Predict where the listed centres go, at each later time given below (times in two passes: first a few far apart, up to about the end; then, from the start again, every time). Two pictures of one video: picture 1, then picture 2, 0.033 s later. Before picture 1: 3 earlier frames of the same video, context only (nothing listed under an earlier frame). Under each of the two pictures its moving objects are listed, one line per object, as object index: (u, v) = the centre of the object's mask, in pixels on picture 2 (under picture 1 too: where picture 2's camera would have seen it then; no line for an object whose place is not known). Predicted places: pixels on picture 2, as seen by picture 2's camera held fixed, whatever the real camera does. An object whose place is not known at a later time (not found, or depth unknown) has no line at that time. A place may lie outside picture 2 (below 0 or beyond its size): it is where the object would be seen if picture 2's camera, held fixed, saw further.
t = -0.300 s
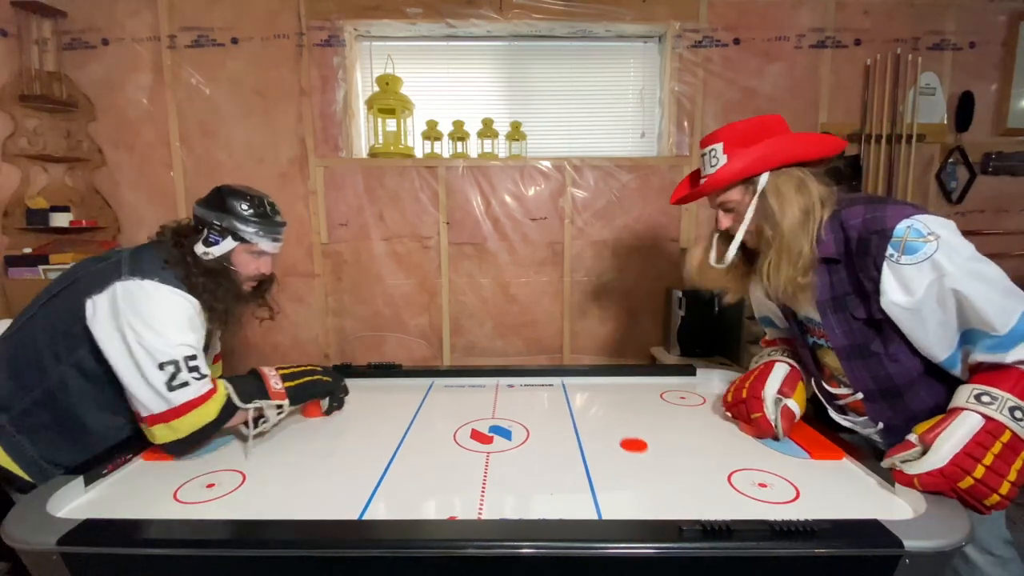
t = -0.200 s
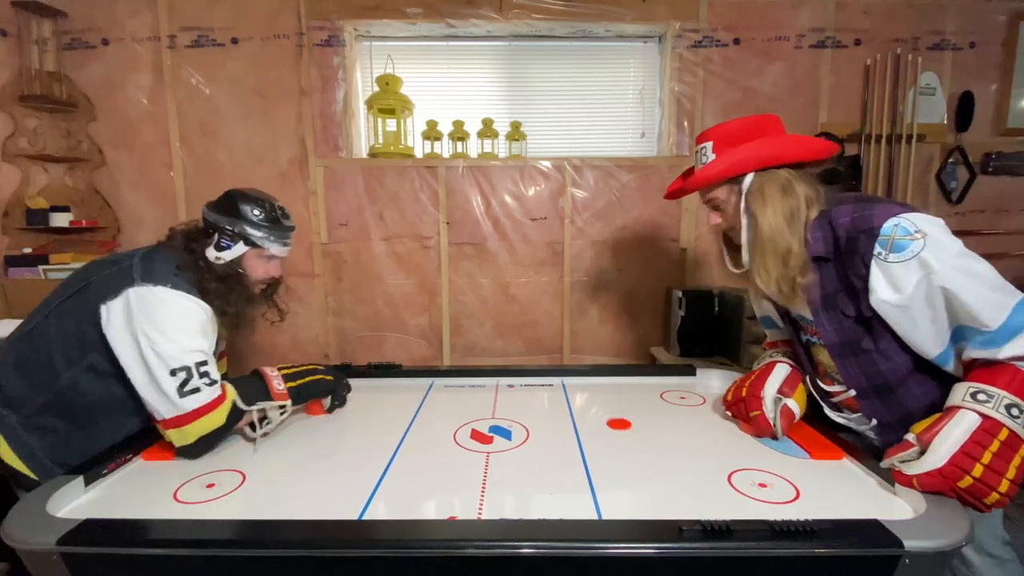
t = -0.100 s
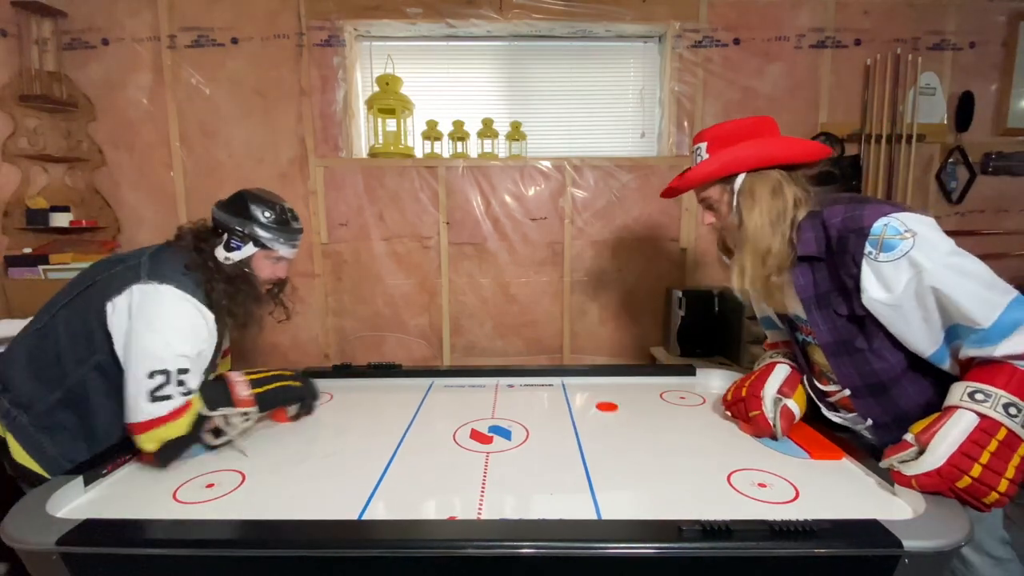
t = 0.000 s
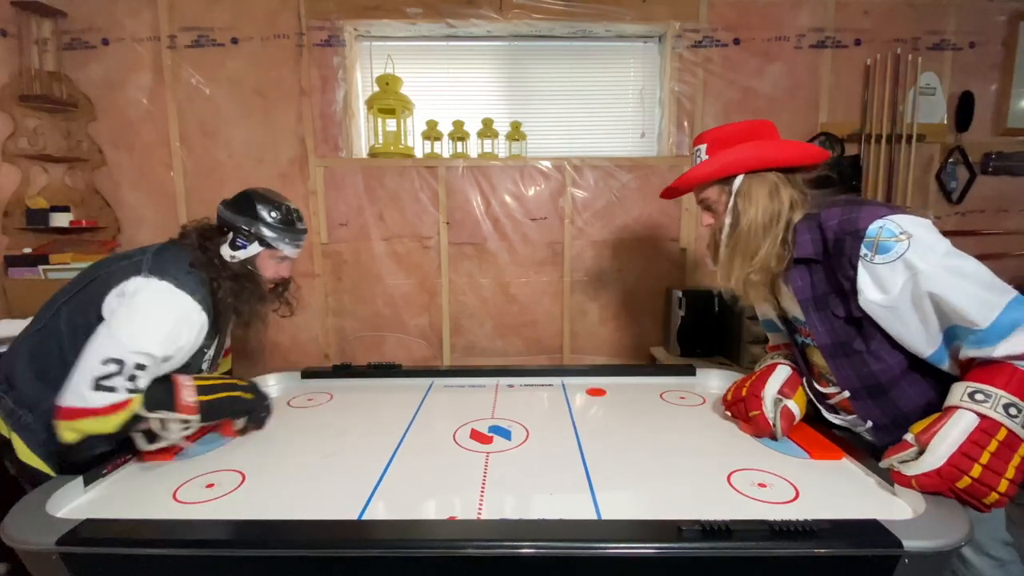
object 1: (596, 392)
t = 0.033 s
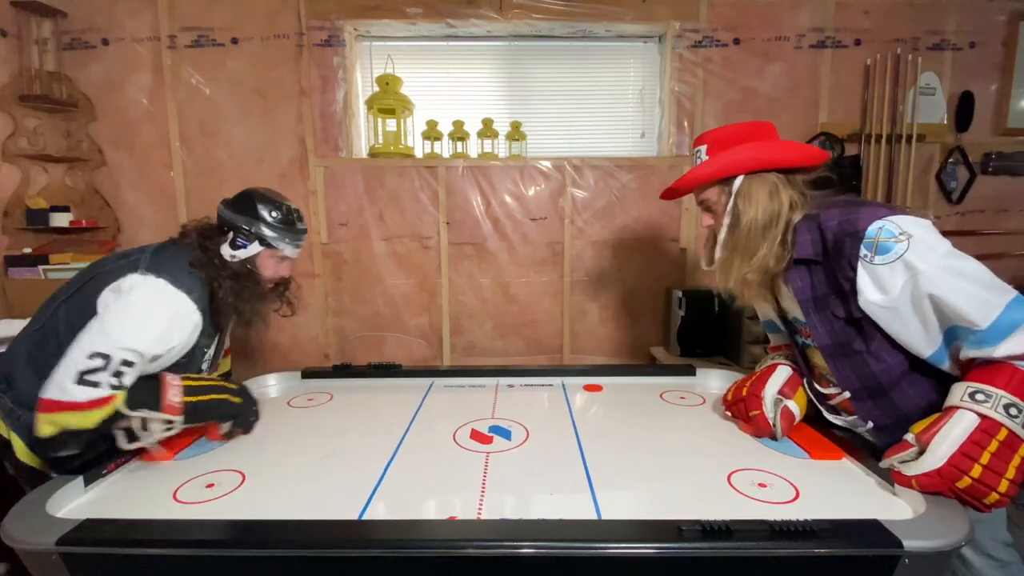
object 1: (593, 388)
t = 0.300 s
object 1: (598, 396)
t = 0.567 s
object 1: (609, 413)
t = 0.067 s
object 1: (590, 384)
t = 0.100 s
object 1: (590, 384)
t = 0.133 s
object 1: (591, 386)
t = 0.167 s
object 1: (592, 388)
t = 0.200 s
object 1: (594, 390)
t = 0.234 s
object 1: (595, 392)
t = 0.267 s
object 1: (596, 394)
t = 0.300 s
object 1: (598, 396)
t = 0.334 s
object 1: (599, 398)
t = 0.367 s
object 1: (601, 400)
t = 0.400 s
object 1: (602, 402)
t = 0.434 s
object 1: (603, 404)
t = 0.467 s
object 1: (605, 406)
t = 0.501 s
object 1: (606, 408)
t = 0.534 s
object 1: (607, 411)
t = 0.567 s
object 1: (609, 413)
